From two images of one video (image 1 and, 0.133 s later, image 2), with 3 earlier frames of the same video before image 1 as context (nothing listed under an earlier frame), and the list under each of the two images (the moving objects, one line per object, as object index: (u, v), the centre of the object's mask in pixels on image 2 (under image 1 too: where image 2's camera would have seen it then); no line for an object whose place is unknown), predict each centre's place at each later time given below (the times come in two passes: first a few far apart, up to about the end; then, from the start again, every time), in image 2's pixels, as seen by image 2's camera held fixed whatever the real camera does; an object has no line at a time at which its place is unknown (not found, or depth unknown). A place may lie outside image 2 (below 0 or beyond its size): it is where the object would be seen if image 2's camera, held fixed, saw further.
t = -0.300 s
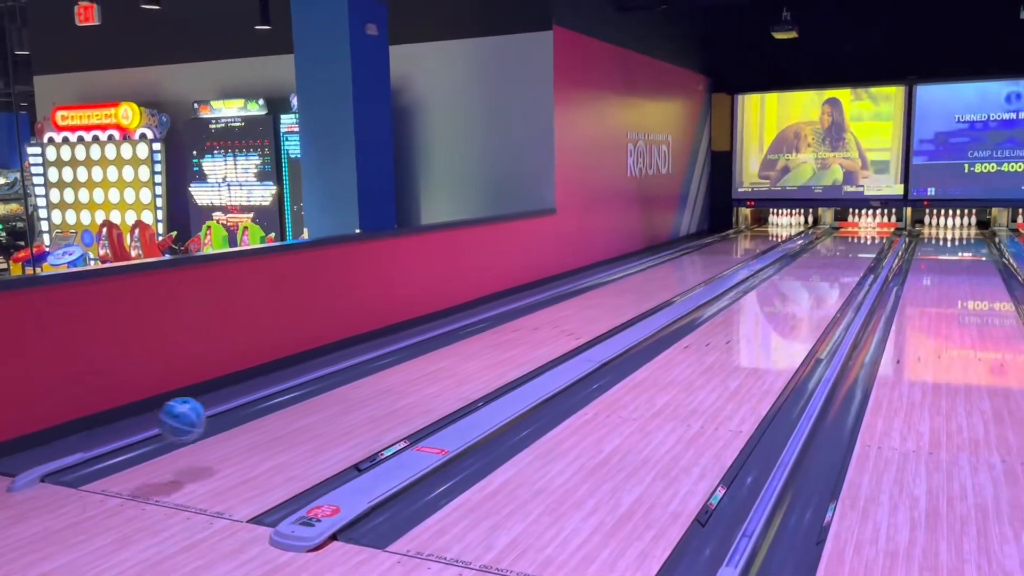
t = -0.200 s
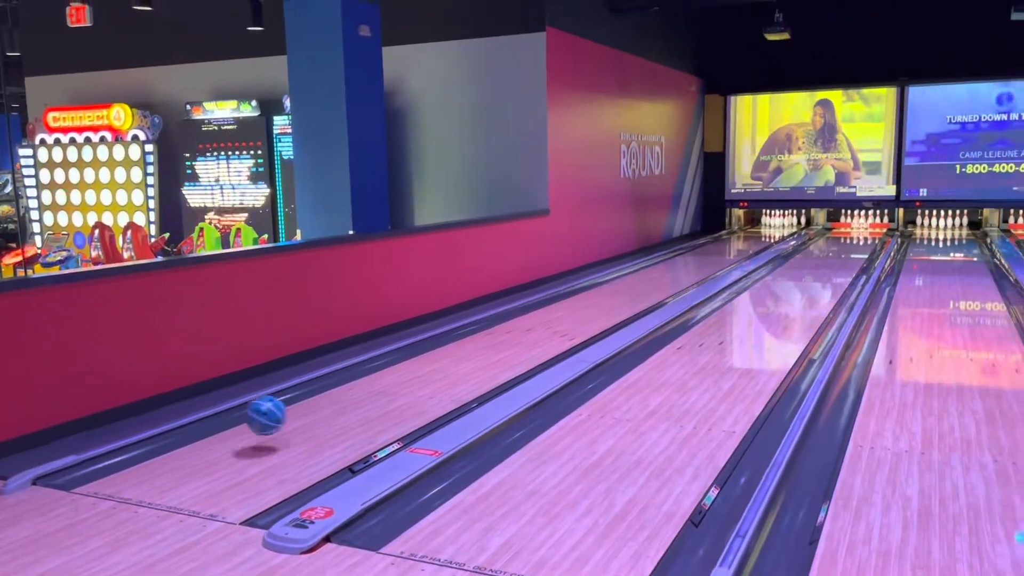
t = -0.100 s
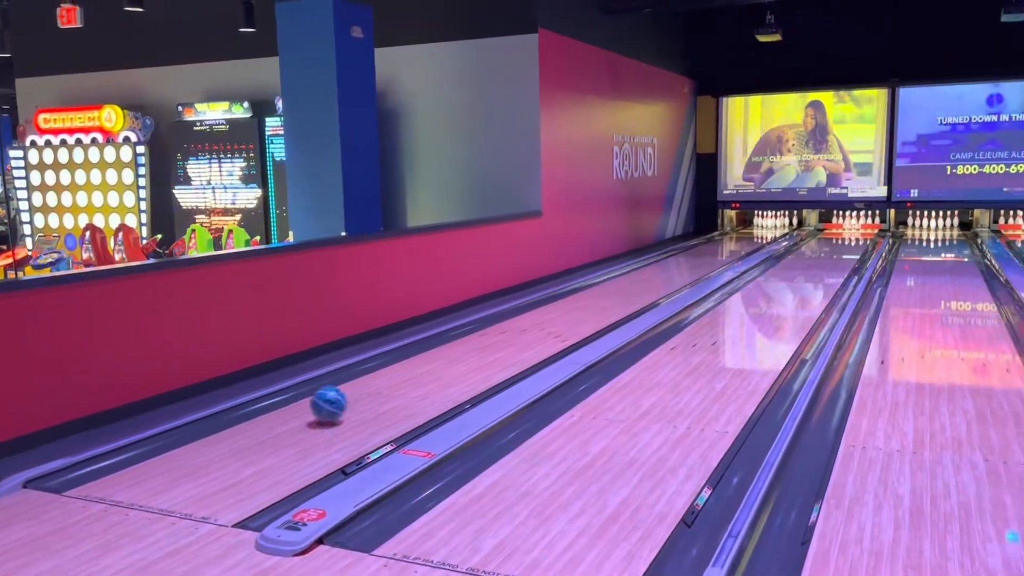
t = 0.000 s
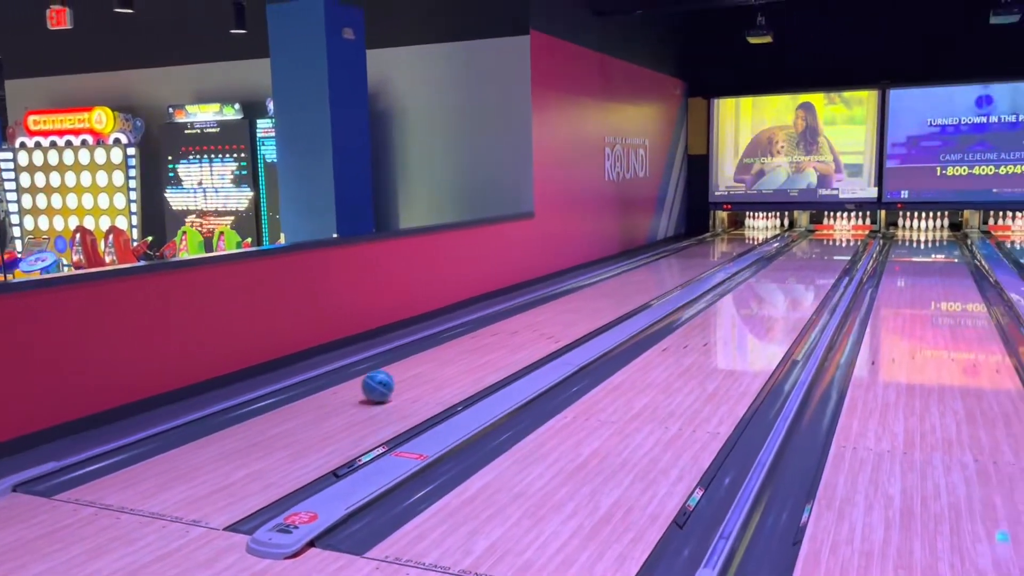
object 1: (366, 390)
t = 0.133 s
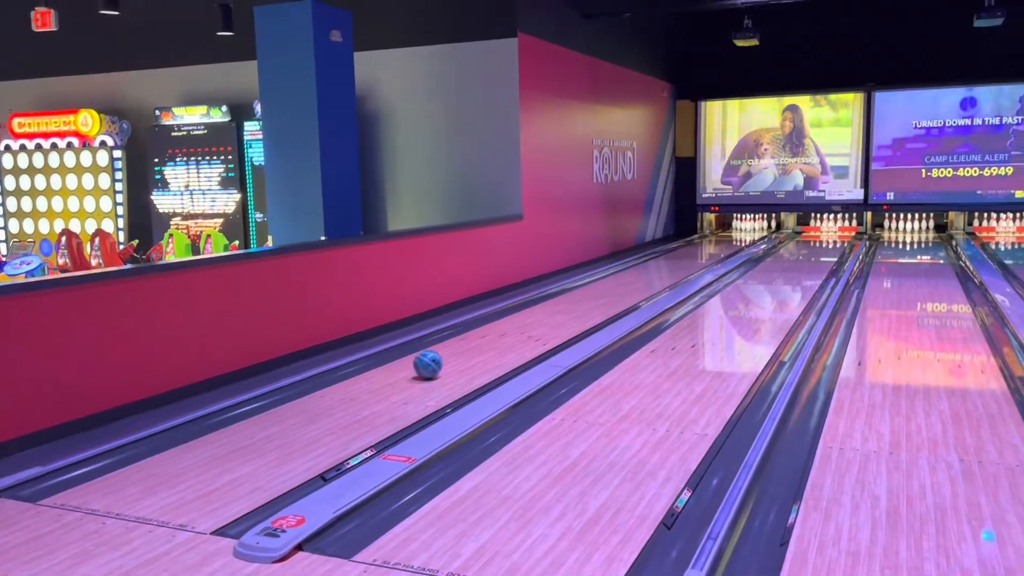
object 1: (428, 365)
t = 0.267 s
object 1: (476, 346)
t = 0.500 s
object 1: (542, 319)
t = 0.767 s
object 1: (597, 298)
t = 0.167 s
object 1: (441, 360)
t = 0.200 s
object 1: (453, 355)
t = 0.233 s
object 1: (465, 350)
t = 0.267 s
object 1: (476, 346)
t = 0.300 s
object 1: (487, 342)
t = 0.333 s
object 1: (498, 338)
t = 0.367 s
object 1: (507, 334)
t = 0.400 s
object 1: (517, 330)
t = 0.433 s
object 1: (525, 327)
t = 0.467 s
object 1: (534, 323)
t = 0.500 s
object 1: (542, 319)
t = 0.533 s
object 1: (550, 316)
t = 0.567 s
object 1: (558, 313)
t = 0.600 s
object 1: (564, 310)
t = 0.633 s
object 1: (571, 308)
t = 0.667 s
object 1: (578, 306)
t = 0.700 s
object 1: (584, 303)
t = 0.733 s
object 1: (591, 300)
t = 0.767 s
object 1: (597, 298)
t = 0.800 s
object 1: (602, 295)
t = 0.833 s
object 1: (607, 294)
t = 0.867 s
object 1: (611, 294)
